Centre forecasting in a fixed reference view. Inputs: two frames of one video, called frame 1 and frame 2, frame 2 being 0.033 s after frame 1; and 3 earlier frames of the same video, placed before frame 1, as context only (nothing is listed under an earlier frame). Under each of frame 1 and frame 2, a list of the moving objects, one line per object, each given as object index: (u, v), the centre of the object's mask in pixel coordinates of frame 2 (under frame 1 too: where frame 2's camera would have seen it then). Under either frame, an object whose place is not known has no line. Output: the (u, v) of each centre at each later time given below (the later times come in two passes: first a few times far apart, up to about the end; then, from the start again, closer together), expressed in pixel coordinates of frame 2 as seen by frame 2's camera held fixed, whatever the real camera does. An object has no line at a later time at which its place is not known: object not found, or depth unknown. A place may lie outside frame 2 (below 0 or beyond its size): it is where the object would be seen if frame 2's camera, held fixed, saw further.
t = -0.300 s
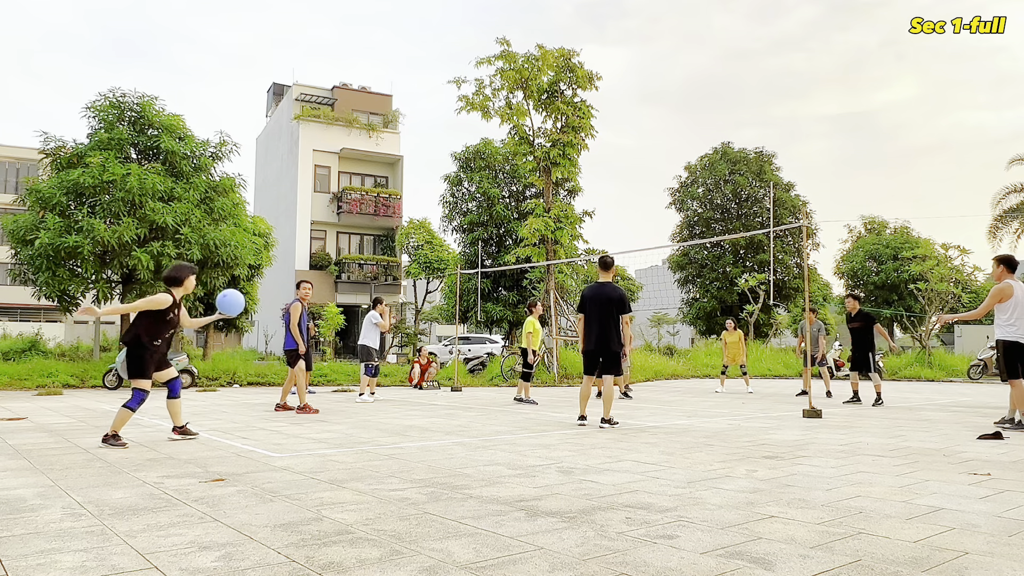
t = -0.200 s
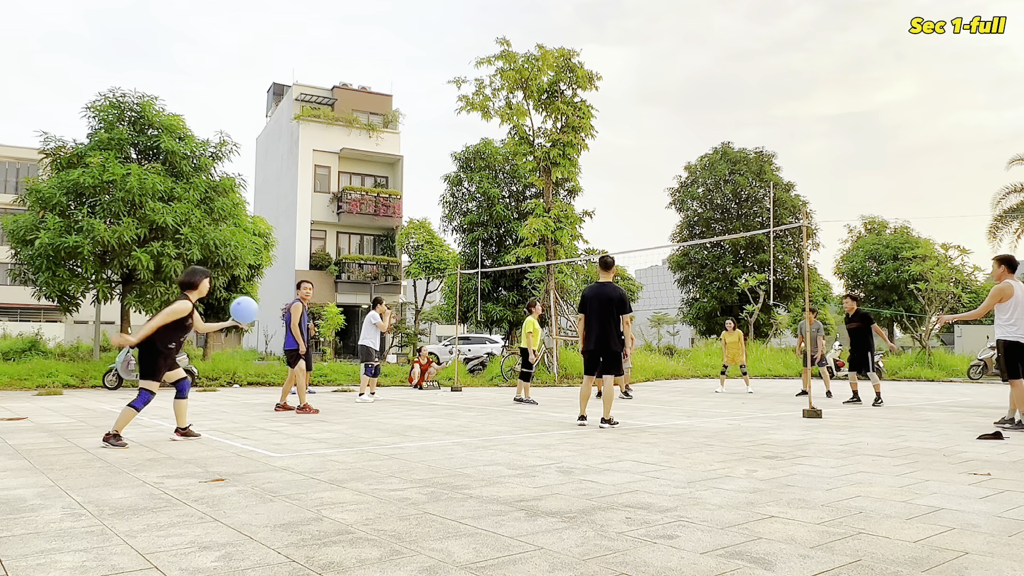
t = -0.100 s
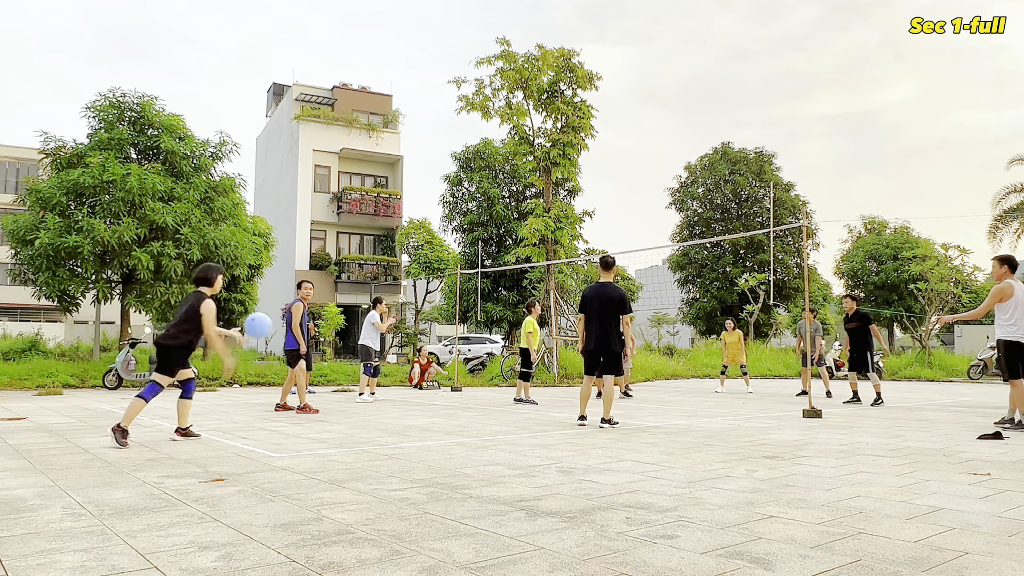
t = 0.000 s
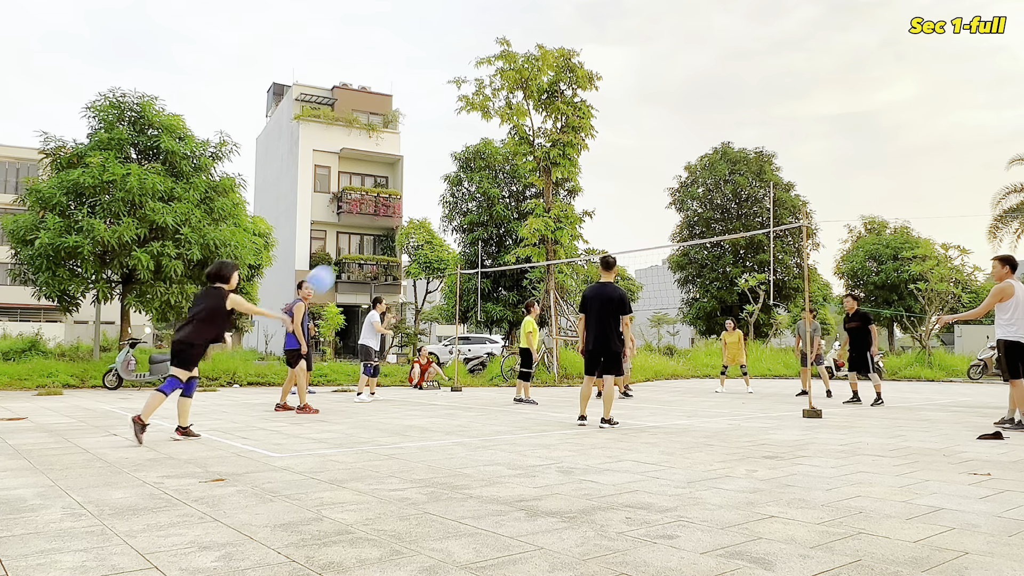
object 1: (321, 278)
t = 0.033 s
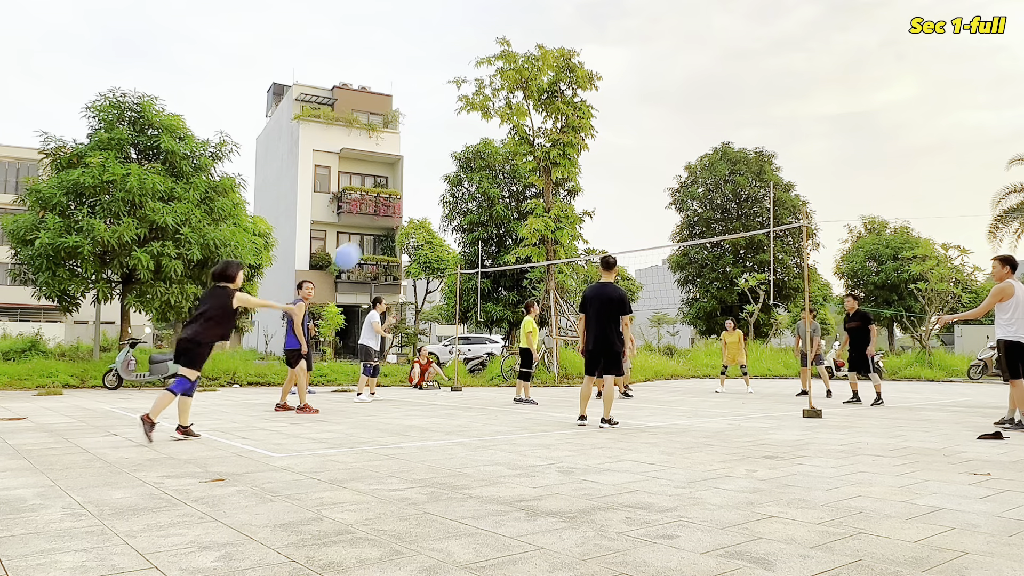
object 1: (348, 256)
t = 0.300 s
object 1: (500, 154)
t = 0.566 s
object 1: (595, 141)
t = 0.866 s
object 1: (669, 181)
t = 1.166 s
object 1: (723, 257)
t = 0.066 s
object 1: (372, 235)
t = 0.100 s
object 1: (392, 218)
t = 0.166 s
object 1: (434, 189)
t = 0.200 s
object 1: (453, 178)
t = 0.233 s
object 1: (470, 168)
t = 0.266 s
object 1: (485, 160)
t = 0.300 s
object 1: (500, 154)
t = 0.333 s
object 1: (514, 149)
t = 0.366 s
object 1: (527, 145)
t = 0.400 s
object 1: (541, 142)
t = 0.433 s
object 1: (554, 140)
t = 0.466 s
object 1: (564, 139)
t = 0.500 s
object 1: (575, 139)
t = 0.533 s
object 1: (585, 139)
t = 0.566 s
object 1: (595, 141)
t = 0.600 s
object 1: (605, 143)
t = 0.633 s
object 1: (614, 146)
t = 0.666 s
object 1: (623, 149)
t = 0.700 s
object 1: (631, 153)
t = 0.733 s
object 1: (640, 158)
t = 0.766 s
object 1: (647, 163)
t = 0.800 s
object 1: (655, 168)
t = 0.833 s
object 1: (662, 174)
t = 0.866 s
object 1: (669, 181)
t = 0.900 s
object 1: (676, 188)
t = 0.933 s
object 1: (682, 195)
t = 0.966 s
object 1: (689, 202)
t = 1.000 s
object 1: (695, 211)
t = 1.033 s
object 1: (701, 219)
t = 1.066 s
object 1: (707, 228)
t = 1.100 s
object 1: (713, 238)
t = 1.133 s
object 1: (718, 248)
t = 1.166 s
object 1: (723, 257)
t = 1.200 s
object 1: (728, 267)
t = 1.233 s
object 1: (733, 278)
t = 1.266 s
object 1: (738, 289)
